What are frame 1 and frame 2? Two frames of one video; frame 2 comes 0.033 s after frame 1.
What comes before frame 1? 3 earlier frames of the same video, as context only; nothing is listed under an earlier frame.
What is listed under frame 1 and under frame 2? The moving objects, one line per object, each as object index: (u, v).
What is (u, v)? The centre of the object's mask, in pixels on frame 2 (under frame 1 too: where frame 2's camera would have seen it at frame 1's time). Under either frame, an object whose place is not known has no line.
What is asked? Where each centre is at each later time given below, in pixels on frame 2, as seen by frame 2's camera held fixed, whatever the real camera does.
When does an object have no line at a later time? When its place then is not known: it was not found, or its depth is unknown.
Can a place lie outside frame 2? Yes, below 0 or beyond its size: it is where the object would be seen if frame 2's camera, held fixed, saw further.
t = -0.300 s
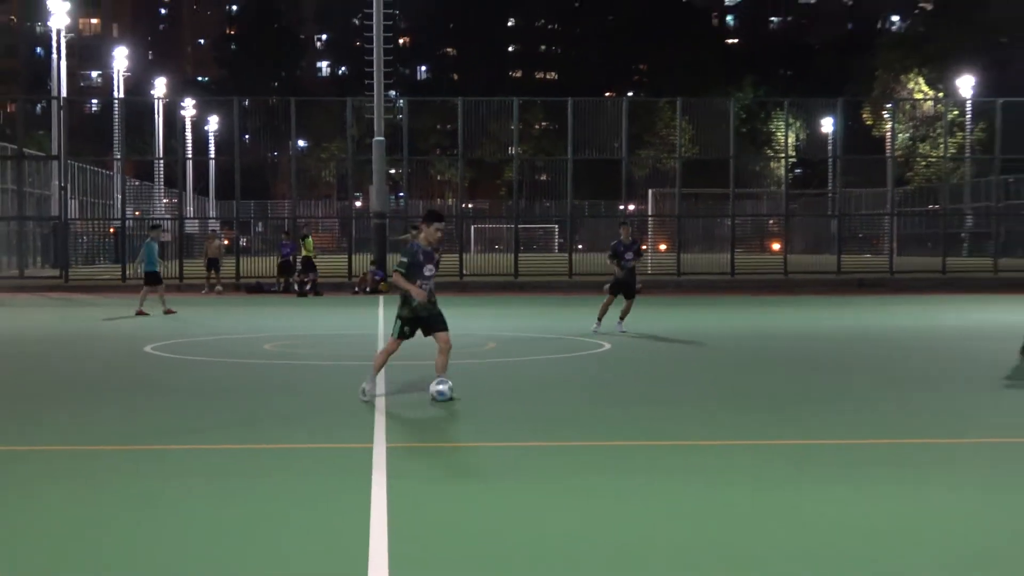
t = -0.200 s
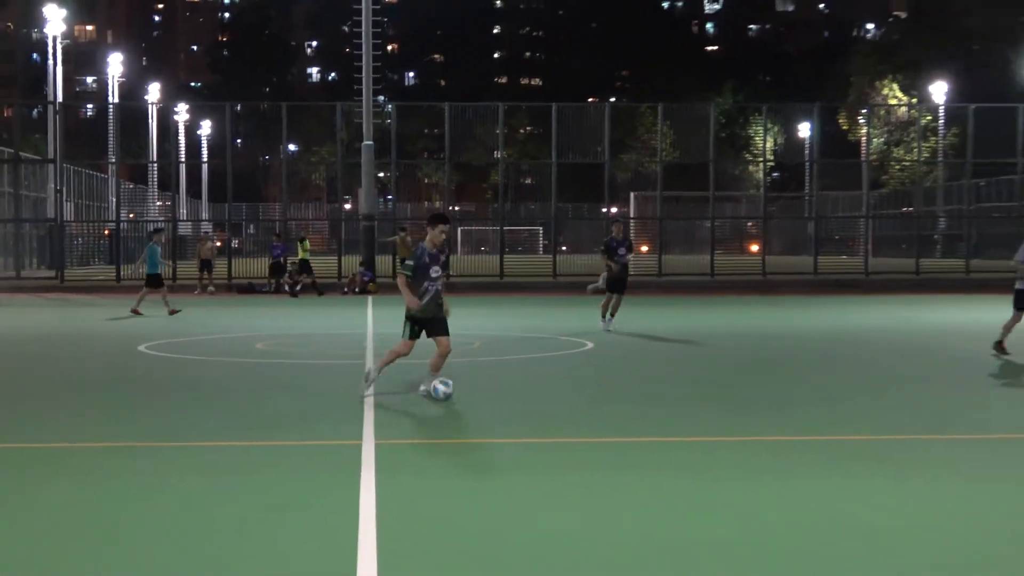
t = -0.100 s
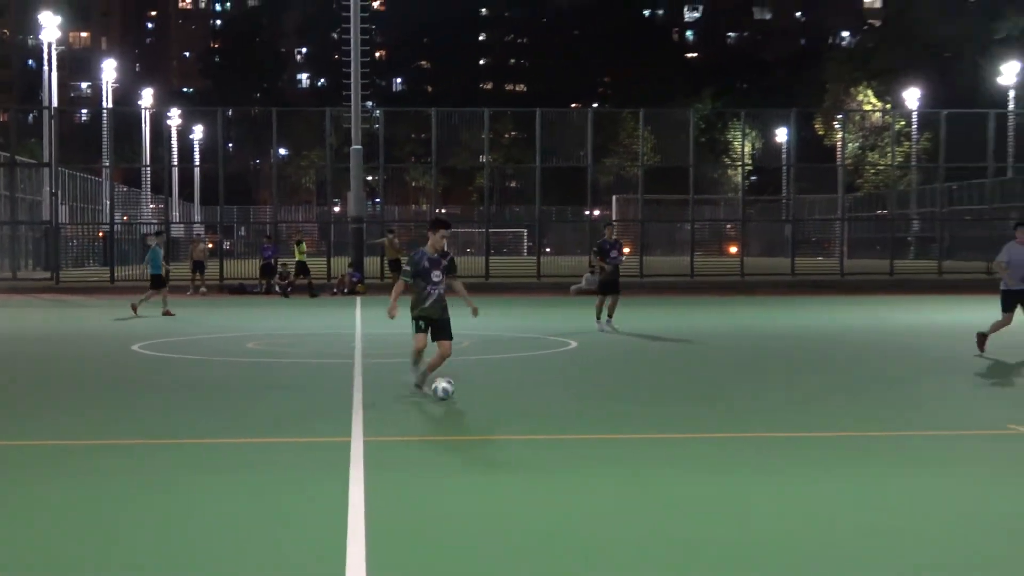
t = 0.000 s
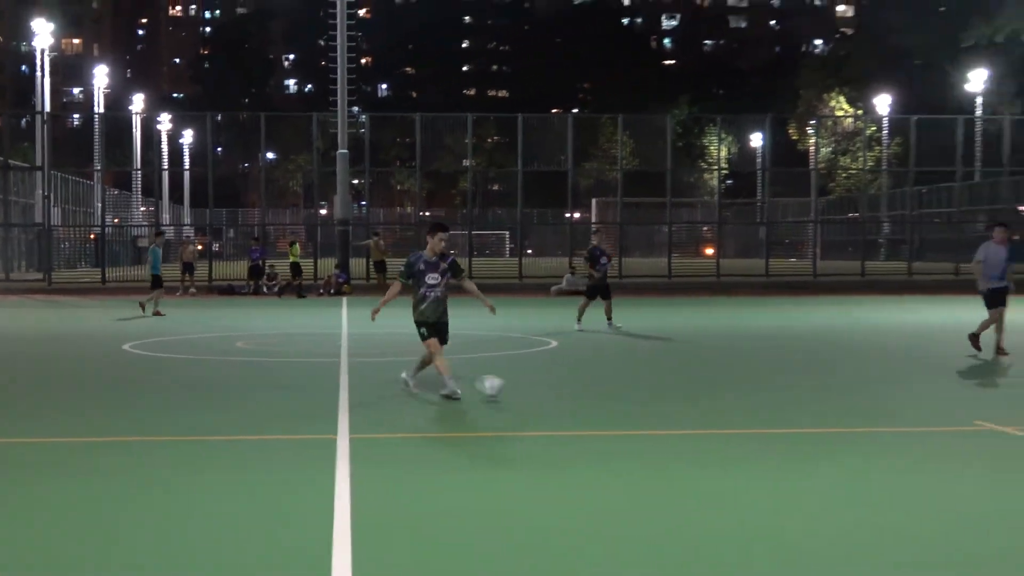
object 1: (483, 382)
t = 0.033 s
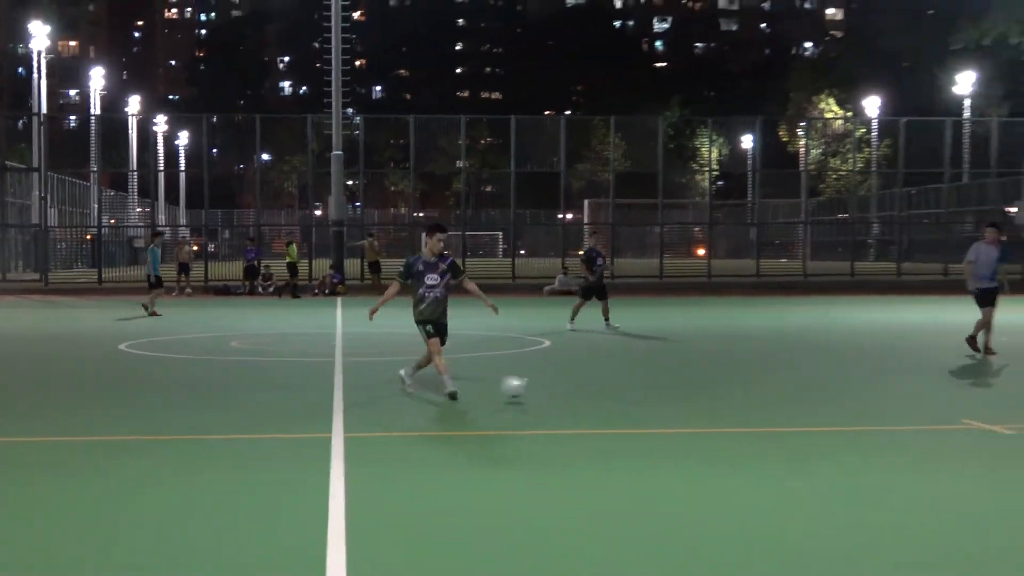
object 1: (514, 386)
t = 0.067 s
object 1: (546, 390)
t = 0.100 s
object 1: (581, 395)
